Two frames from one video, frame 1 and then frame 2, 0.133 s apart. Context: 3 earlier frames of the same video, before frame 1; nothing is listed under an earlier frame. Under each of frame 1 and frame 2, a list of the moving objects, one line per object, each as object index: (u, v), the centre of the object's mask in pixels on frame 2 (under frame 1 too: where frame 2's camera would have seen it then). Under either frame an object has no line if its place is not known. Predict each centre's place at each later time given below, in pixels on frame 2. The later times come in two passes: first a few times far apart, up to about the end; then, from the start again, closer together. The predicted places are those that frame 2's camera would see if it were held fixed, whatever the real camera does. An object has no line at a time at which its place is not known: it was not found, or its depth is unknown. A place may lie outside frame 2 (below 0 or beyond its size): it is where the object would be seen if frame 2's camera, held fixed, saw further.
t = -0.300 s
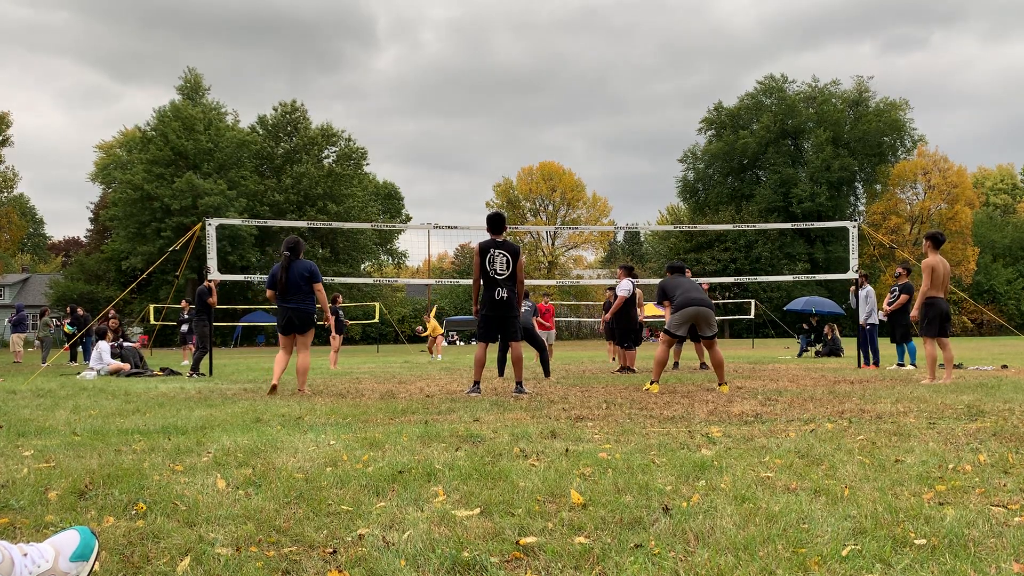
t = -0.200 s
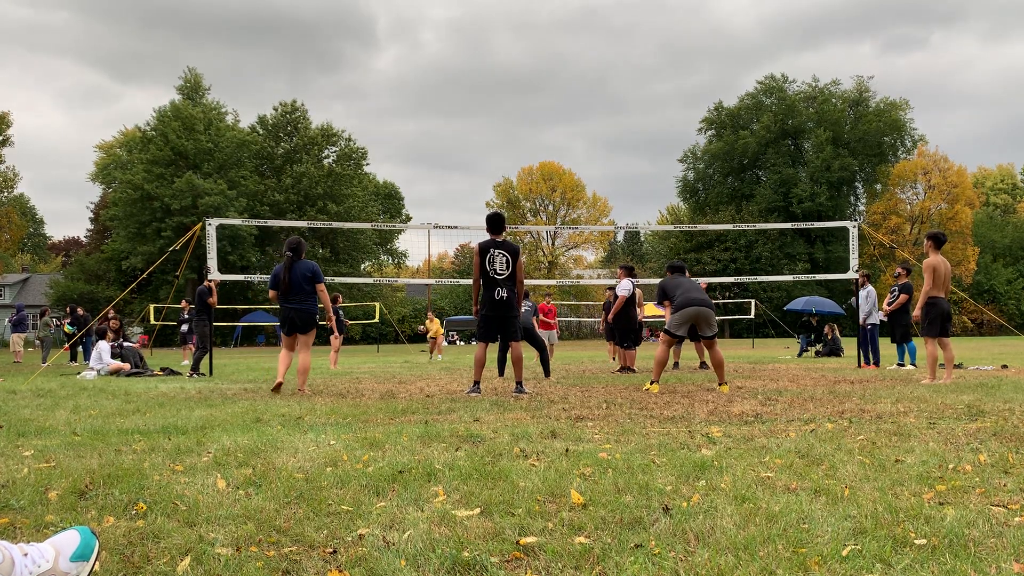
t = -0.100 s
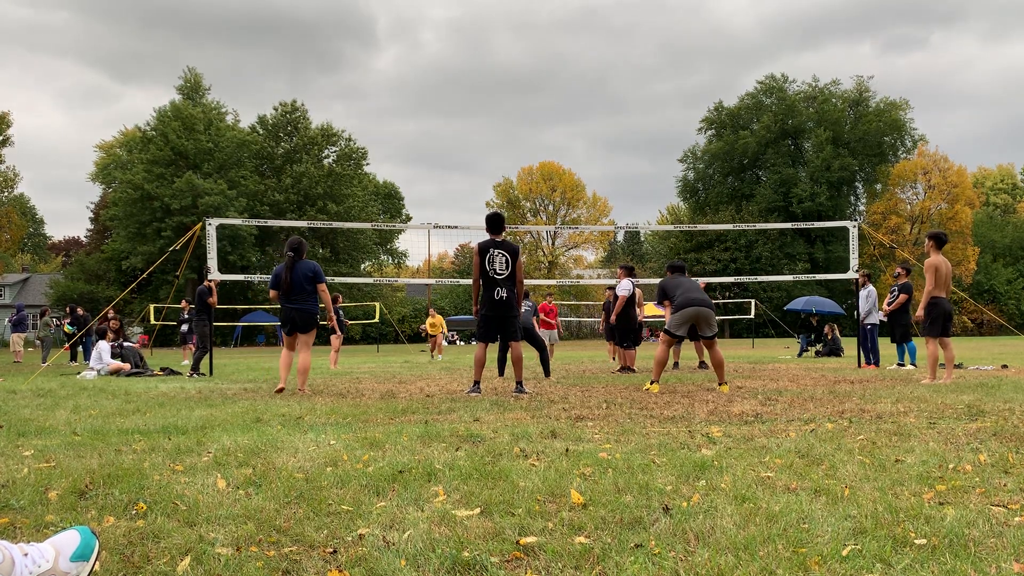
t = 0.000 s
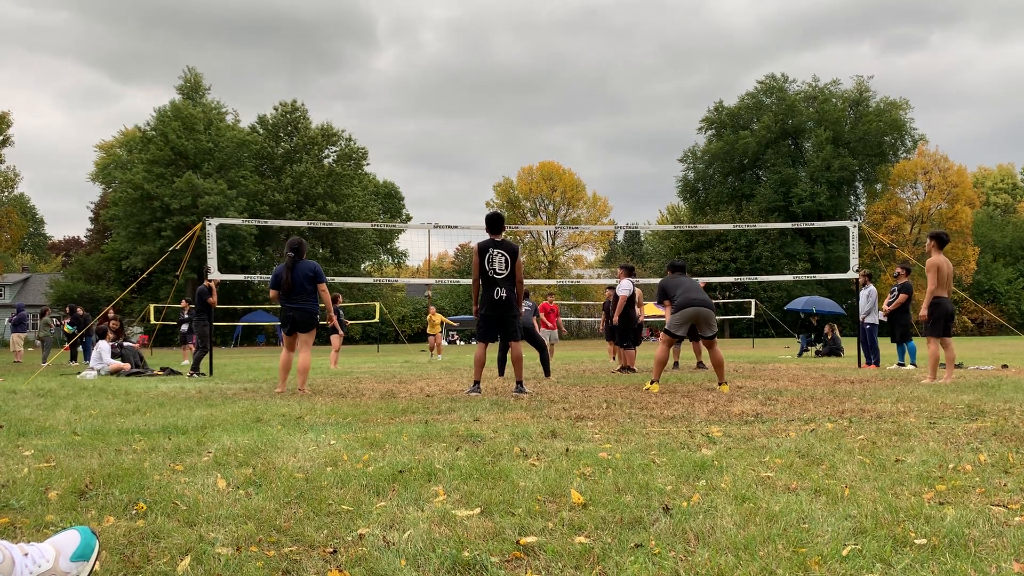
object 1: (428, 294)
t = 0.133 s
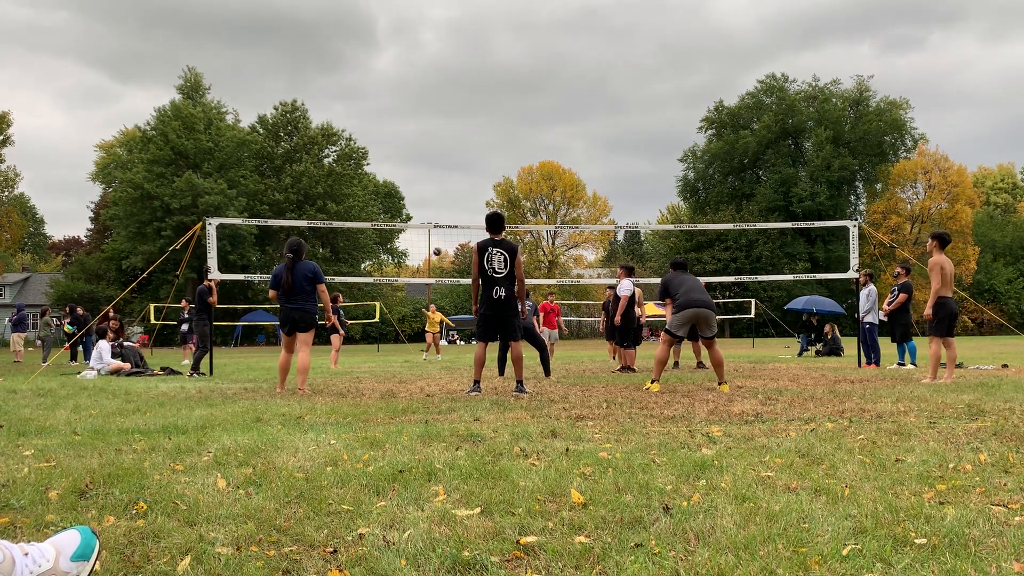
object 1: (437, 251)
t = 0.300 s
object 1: (451, 201)
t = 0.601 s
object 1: (485, 123)
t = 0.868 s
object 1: (529, 74)
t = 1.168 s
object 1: (603, 67)
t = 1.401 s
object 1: (690, 121)
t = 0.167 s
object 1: (440, 241)
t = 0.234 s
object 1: (445, 220)
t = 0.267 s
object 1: (448, 210)
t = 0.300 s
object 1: (451, 201)
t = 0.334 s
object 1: (454, 191)
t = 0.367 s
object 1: (458, 182)
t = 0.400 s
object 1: (461, 173)
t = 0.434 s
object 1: (465, 164)
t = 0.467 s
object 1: (469, 155)
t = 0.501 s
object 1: (473, 147)
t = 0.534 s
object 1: (477, 139)
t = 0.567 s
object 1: (481, 130)
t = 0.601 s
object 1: (485, 123)
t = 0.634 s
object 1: (490, 116)
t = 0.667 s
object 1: (495, 108)
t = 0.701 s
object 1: (500, 102)
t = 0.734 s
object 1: (505, 95)
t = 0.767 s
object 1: (511, 89)
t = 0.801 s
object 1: (517, 84)
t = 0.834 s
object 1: (523, 79)
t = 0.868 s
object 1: (529, 74)
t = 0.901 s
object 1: (536, 70)
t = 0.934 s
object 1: (543, 67)
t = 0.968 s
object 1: (550, 65)
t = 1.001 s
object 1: (558, 63)
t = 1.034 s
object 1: (566, 62)
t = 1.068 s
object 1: (574, 62)
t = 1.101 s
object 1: (583, 63)
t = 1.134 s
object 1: (593, 65)
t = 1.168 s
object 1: (603, 67)
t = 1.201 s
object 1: (613, 71)
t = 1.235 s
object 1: (624, 75)
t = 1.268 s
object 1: (636, 81)
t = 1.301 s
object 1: (648, 89)
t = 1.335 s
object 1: (661, 98)
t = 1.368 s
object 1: (675, 109)
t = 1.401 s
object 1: (690, 121)
